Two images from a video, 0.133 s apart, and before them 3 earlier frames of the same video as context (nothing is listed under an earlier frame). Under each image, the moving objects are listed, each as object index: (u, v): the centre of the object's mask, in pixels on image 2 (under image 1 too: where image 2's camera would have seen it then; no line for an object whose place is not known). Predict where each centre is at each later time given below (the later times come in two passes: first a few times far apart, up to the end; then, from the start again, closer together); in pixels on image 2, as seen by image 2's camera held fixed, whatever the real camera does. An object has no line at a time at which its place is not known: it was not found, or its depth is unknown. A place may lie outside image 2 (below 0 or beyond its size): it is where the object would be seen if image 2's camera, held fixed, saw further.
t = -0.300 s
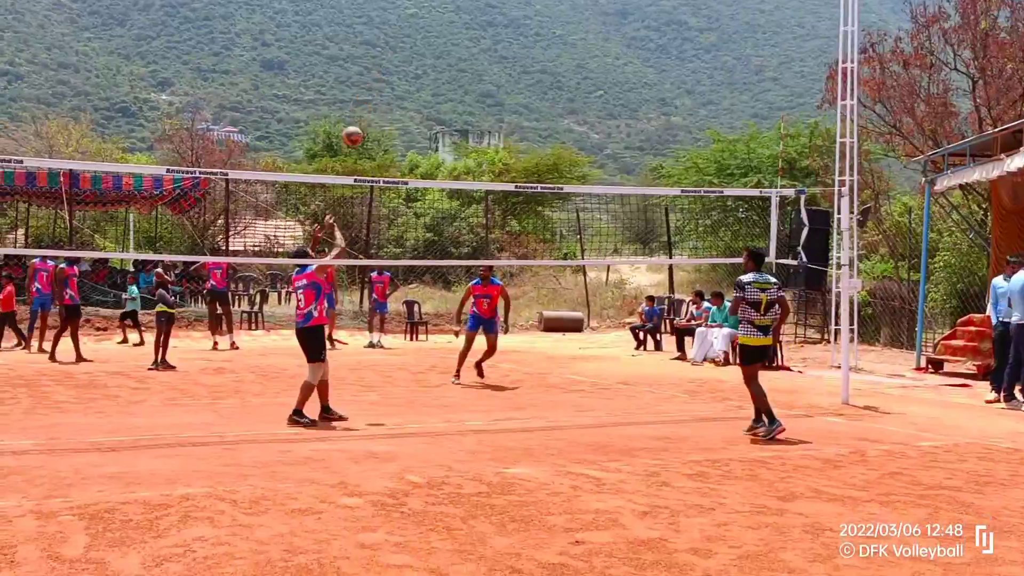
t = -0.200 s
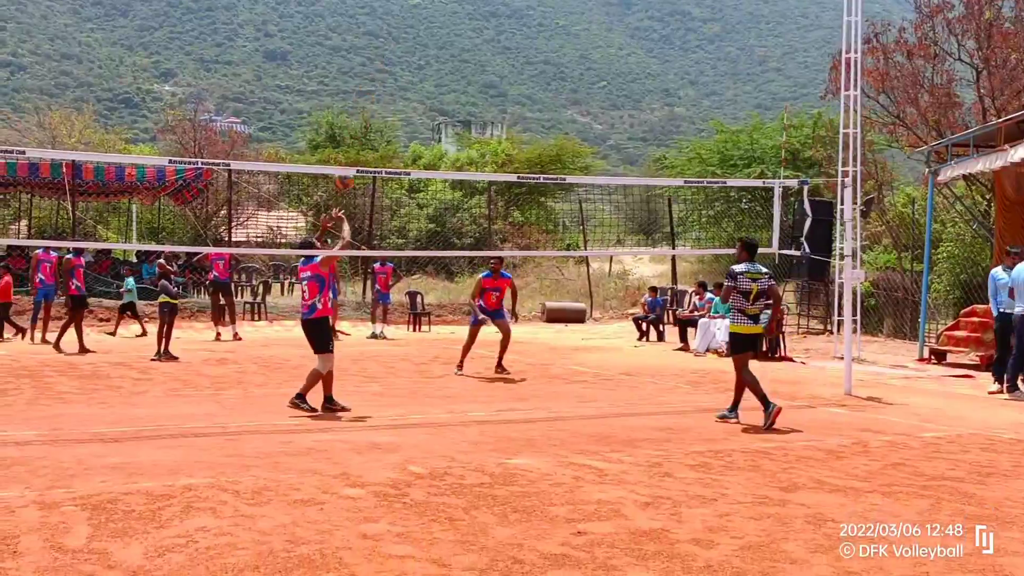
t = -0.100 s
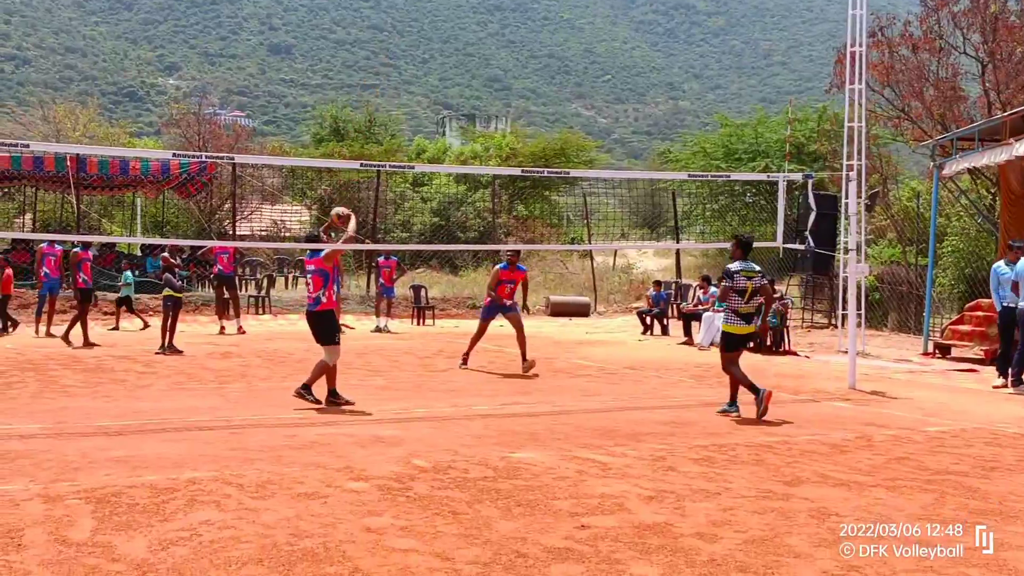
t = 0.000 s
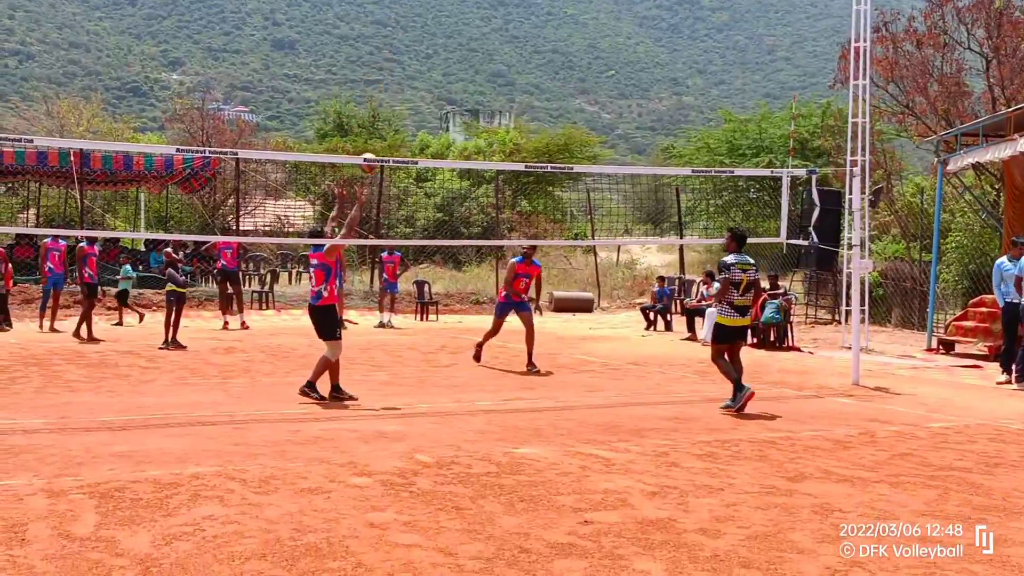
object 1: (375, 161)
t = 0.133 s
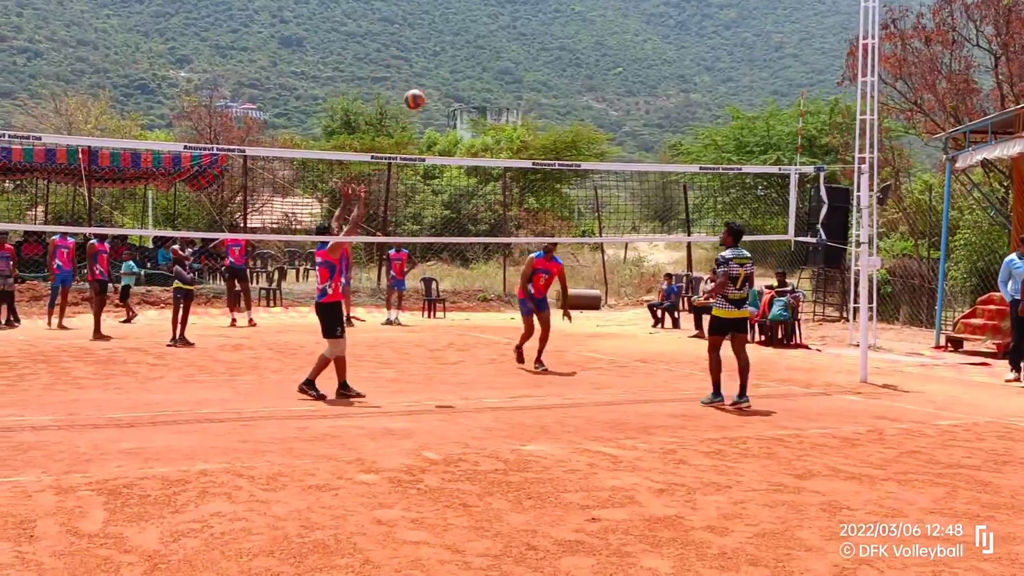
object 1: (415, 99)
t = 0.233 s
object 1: (443, 66)
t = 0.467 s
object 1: (506, 27)
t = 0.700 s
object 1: (566, 38)
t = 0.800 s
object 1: (591, 58)
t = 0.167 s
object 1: (424, 88)
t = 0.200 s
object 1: (434, 77)
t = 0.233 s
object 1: (443, 66)
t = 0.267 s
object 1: (452, 58)
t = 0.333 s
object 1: (471, 43)
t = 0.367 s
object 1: (480, 37)
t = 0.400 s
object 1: (488, 33)
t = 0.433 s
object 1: (498, 29)
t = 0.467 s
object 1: (506, 27)
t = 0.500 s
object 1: (515, 26)
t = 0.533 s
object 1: (524, 25)
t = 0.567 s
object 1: (532, 26)
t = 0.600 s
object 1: (541, 27)
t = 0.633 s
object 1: (549, 30)
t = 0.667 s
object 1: (558, 34)
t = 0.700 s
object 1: (566, 38)
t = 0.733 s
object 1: (575, 44)
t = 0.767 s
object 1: (583, 51)
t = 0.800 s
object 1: (591, 58)
